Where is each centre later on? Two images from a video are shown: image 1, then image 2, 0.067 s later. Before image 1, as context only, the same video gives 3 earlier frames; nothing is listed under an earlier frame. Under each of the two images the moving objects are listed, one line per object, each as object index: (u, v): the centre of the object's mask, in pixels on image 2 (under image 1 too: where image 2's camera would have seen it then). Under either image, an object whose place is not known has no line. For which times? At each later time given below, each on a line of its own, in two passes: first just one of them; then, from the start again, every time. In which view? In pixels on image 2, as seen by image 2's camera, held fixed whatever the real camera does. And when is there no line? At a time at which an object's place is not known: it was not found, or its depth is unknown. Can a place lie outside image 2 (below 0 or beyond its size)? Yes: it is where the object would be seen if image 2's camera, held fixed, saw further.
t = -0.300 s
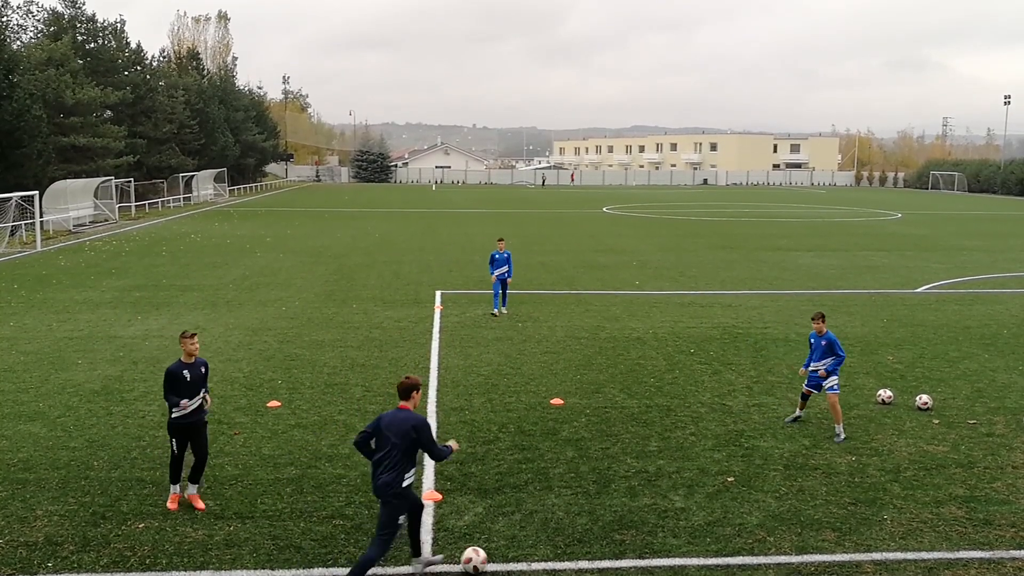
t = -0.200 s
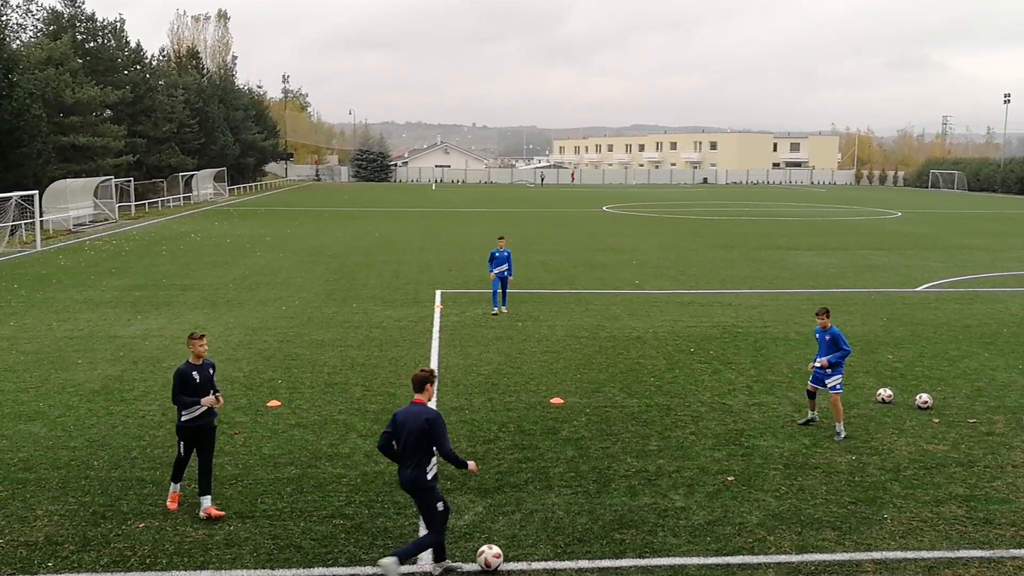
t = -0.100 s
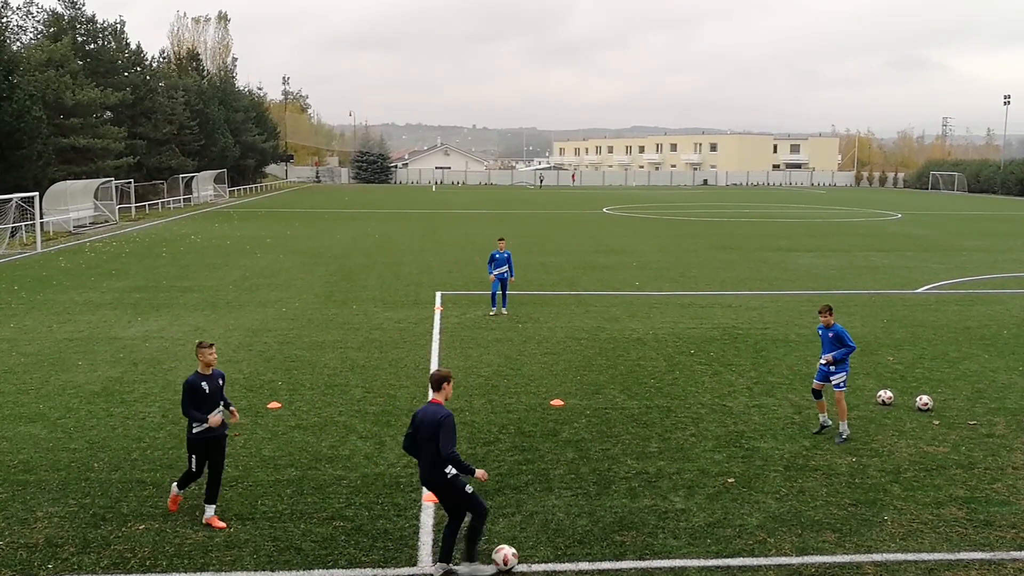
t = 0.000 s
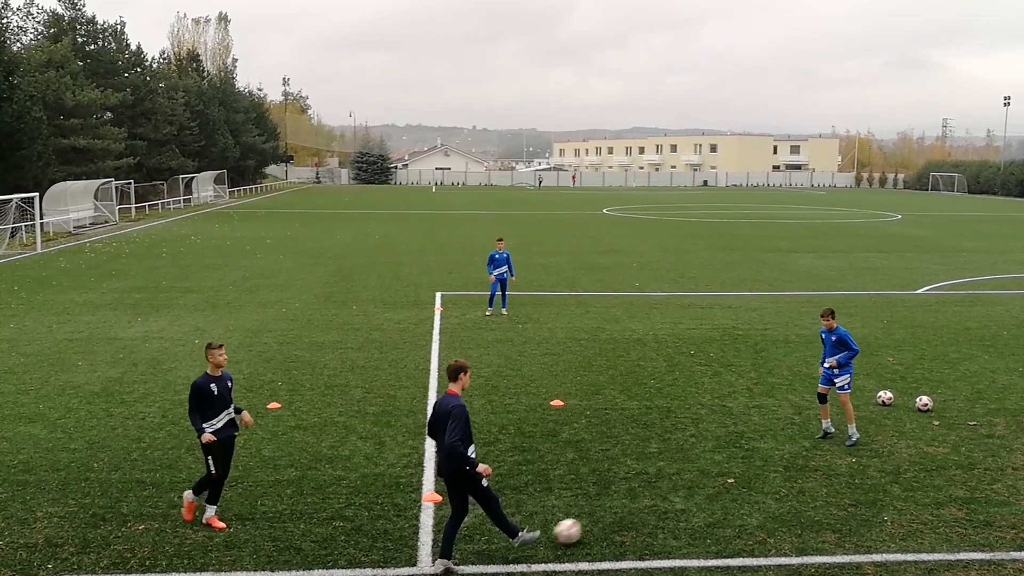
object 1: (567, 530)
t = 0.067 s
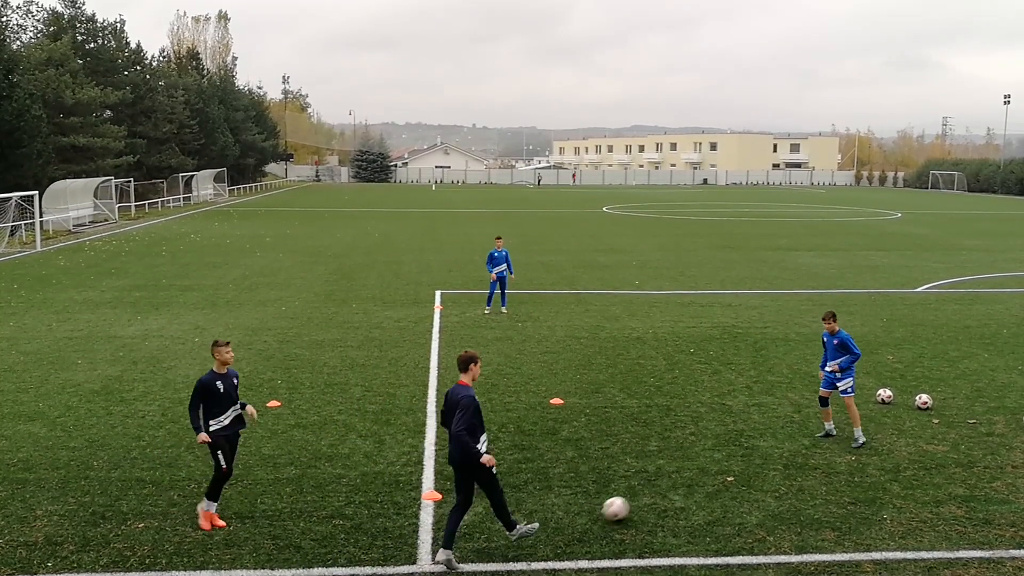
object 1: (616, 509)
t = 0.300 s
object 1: (741, 456)
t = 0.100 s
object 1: (637, 500)
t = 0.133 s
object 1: (657, 492)
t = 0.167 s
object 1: (677, 483)
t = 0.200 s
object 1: (695, 476)
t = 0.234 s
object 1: (712, 469)
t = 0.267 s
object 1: (727, 463)
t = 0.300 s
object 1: (741, 456)
